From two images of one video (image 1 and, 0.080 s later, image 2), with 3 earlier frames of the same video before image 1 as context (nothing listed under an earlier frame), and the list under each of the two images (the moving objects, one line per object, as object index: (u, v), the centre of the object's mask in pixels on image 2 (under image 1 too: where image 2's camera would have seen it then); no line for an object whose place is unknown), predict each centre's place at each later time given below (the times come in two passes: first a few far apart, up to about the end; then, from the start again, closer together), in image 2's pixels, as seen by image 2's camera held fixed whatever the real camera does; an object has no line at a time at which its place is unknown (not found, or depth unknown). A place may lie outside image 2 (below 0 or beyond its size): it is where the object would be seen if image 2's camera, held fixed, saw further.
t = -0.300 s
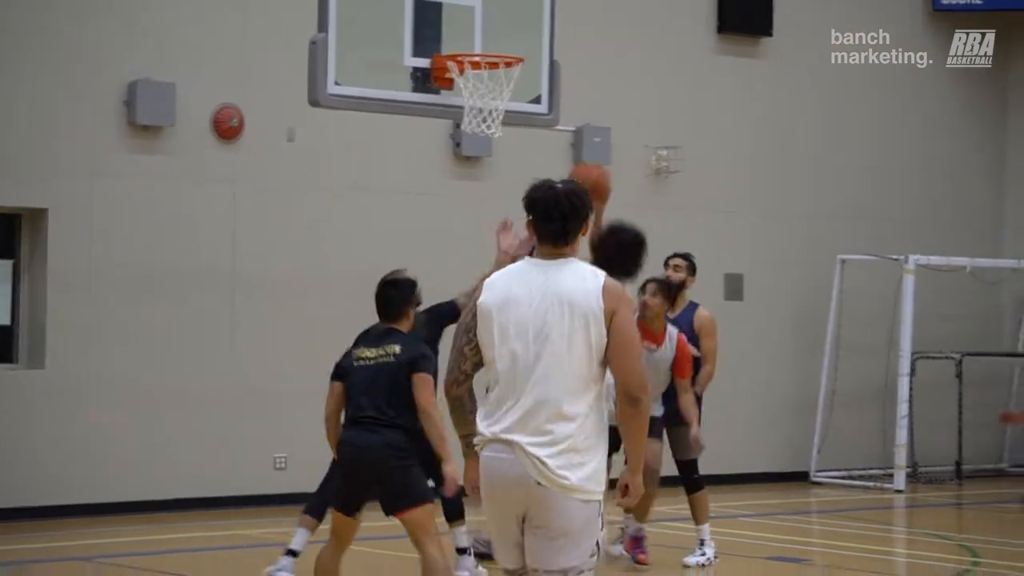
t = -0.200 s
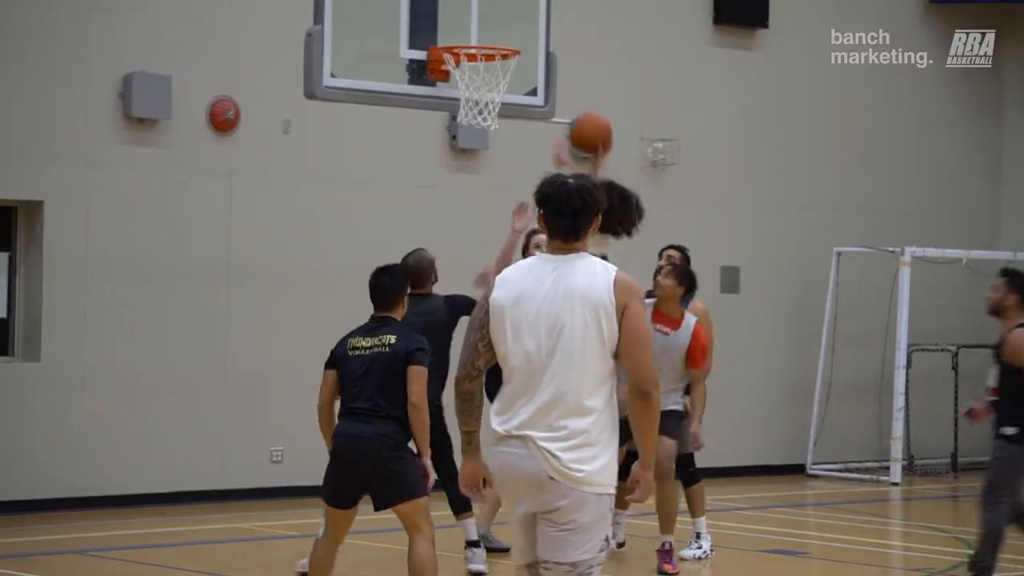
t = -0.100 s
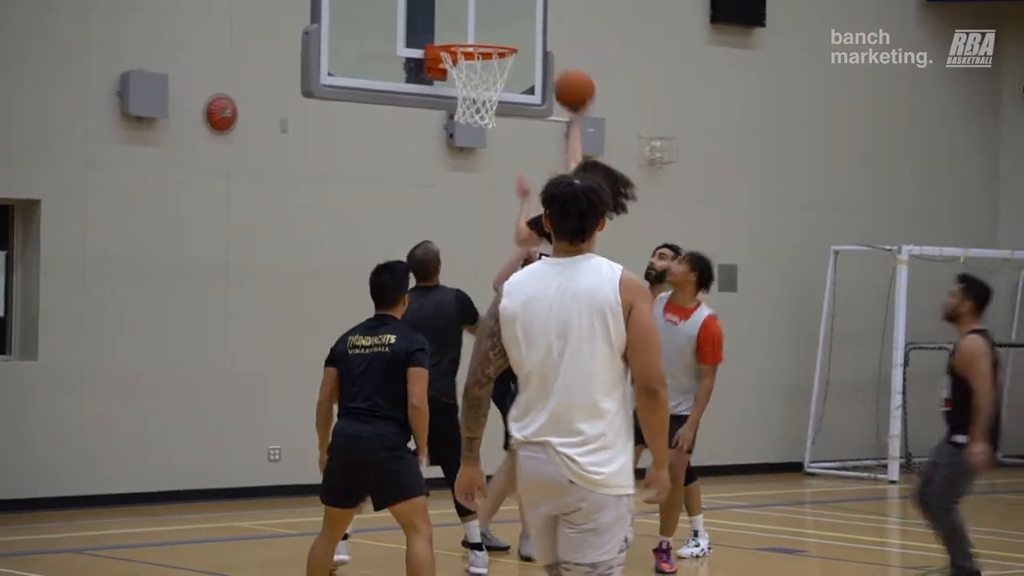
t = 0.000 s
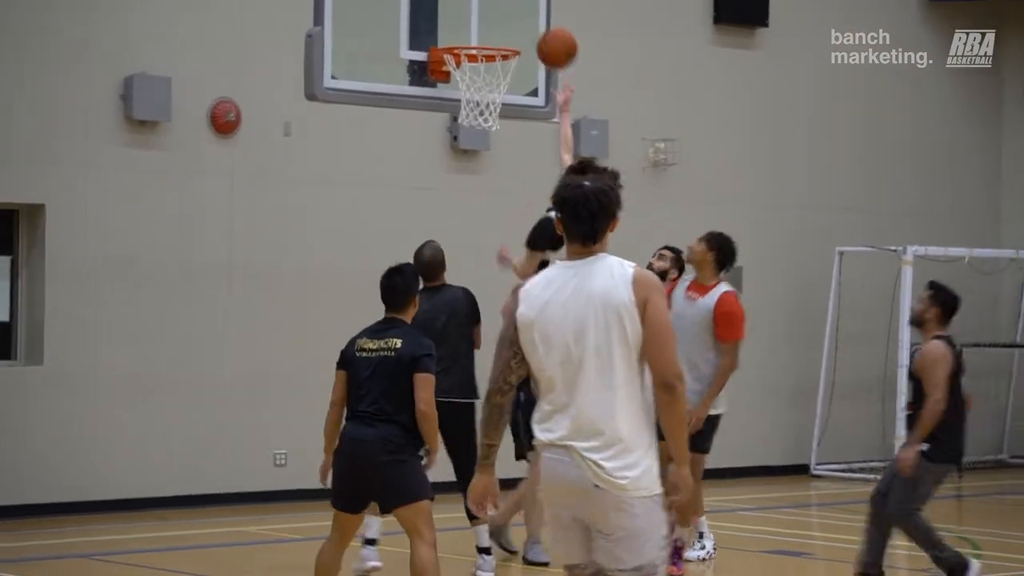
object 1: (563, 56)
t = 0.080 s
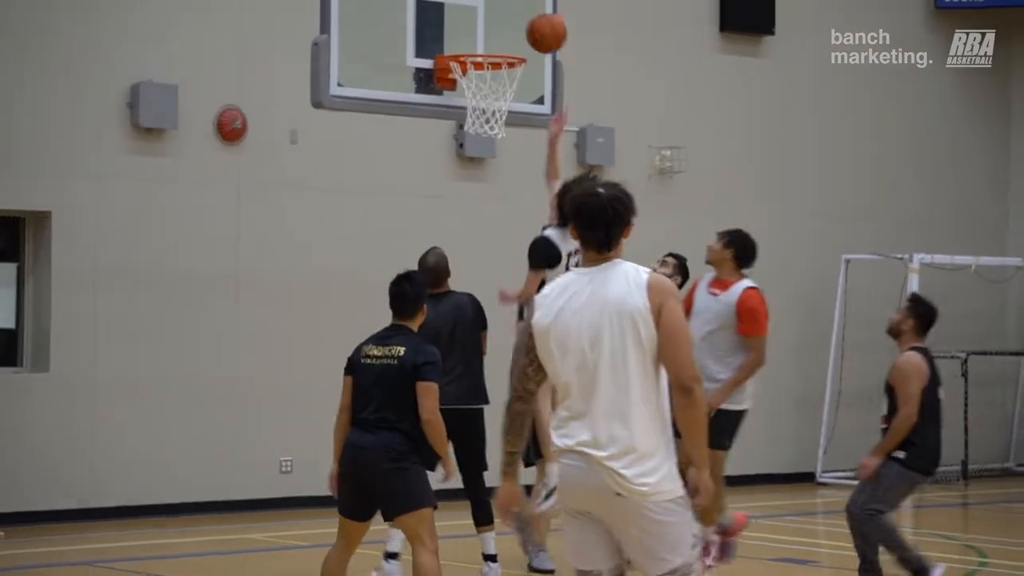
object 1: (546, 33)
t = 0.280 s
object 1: (506, 21)
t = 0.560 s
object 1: (484, 9)
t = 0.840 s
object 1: (485, 41)
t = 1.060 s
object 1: (487, 122)
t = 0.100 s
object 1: (542, 29)
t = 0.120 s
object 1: (538, 25)
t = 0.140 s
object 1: (534, 23)
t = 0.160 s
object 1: (530, 20)
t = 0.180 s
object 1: (526, 19)
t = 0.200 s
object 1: (522, 18)
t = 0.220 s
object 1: (518, 18)
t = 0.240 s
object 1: (514, 18)
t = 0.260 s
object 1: (510, 20)
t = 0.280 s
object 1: (506, 21)
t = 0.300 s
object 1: (502, 24)
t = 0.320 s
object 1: (498, 27)
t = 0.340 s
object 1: (494, 31)
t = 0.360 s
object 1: (490, 35)
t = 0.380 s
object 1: (486, 38)
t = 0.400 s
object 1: (483, 40)
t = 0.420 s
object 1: (483, 37)
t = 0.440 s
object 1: (483, 32)
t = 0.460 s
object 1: (483, 27)
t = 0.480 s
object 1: (483, 22)
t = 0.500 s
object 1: (483, 17)
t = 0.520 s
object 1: (483, 14)
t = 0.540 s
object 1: (484, 11)
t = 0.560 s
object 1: (484, 9)
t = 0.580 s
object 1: (484, 8)
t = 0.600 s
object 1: (484, 8)
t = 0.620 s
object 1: (484, 7)
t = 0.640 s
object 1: (484, 7)
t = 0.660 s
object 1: (485, 7)
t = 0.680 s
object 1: (485, 8)
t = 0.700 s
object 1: (485, 11)
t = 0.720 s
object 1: (485, 13)
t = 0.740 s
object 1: (485, 17)
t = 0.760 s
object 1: (485, 22)
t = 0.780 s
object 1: (485, 26)
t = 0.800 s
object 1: (485, 32)
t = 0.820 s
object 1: (485, 37)
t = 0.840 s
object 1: (485, 41)
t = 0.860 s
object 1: (485, 45)
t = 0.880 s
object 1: (486, 59)
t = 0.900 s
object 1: (485, 71)
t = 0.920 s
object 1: (485, 78)
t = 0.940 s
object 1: (485, 87)
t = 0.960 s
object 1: (485, 93)
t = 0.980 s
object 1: (486, 98)
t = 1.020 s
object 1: (486, 108)
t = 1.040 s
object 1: (486, 119)
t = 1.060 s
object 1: (487, 122)
